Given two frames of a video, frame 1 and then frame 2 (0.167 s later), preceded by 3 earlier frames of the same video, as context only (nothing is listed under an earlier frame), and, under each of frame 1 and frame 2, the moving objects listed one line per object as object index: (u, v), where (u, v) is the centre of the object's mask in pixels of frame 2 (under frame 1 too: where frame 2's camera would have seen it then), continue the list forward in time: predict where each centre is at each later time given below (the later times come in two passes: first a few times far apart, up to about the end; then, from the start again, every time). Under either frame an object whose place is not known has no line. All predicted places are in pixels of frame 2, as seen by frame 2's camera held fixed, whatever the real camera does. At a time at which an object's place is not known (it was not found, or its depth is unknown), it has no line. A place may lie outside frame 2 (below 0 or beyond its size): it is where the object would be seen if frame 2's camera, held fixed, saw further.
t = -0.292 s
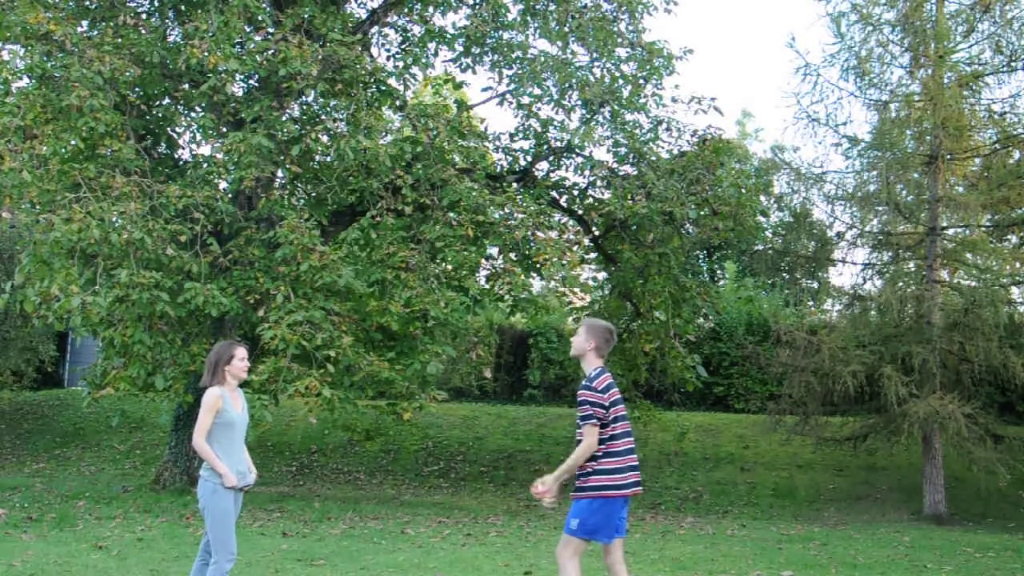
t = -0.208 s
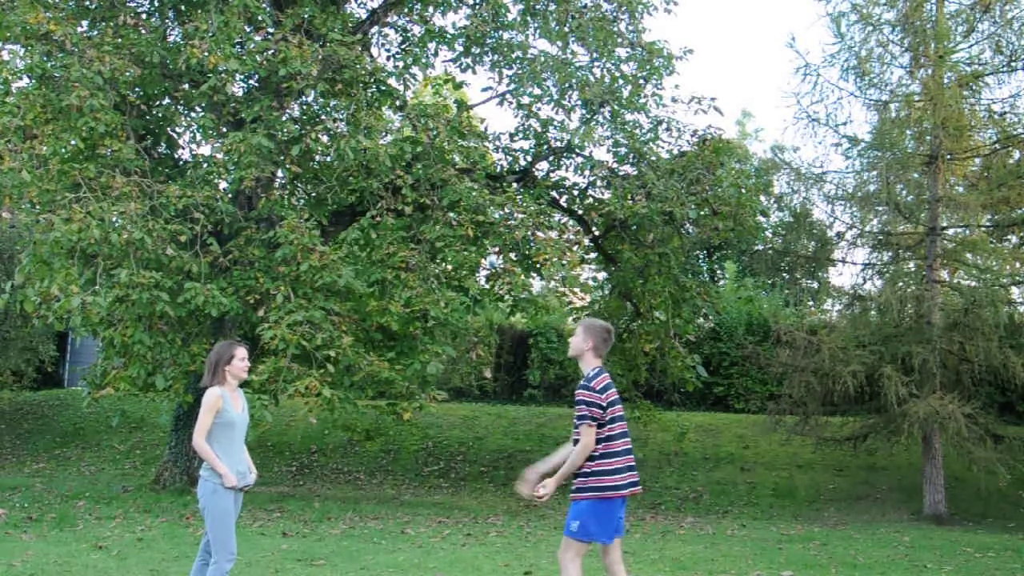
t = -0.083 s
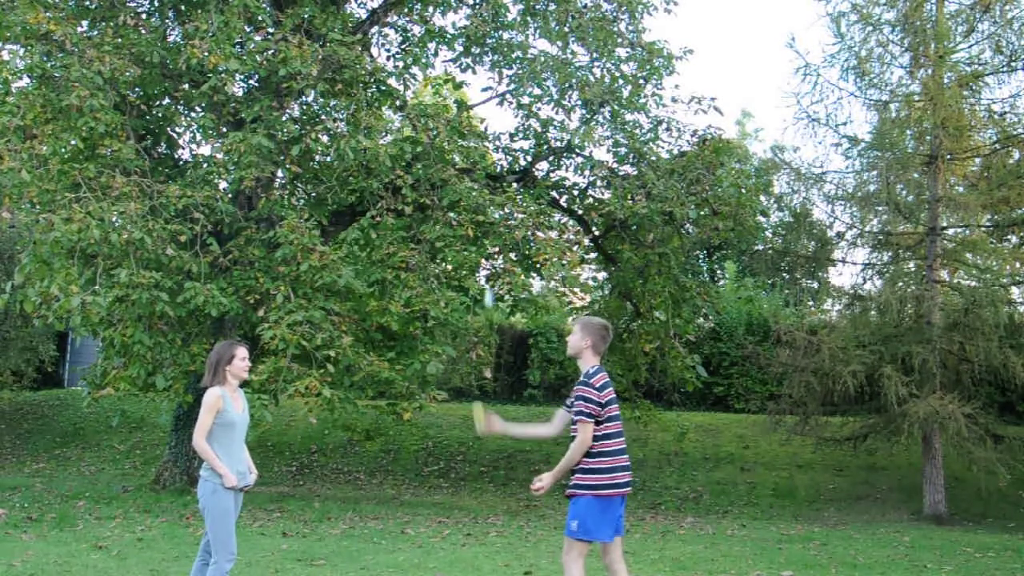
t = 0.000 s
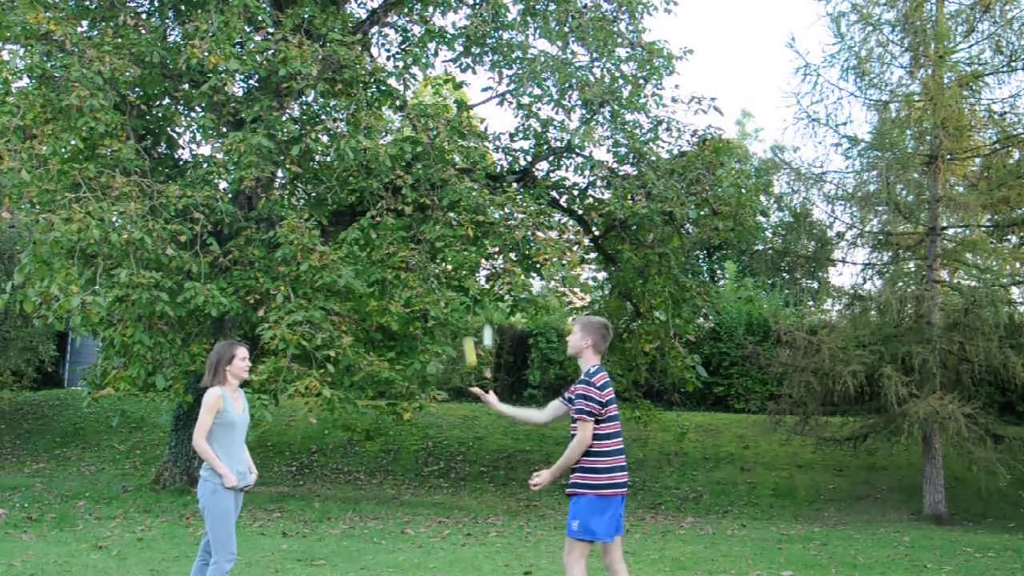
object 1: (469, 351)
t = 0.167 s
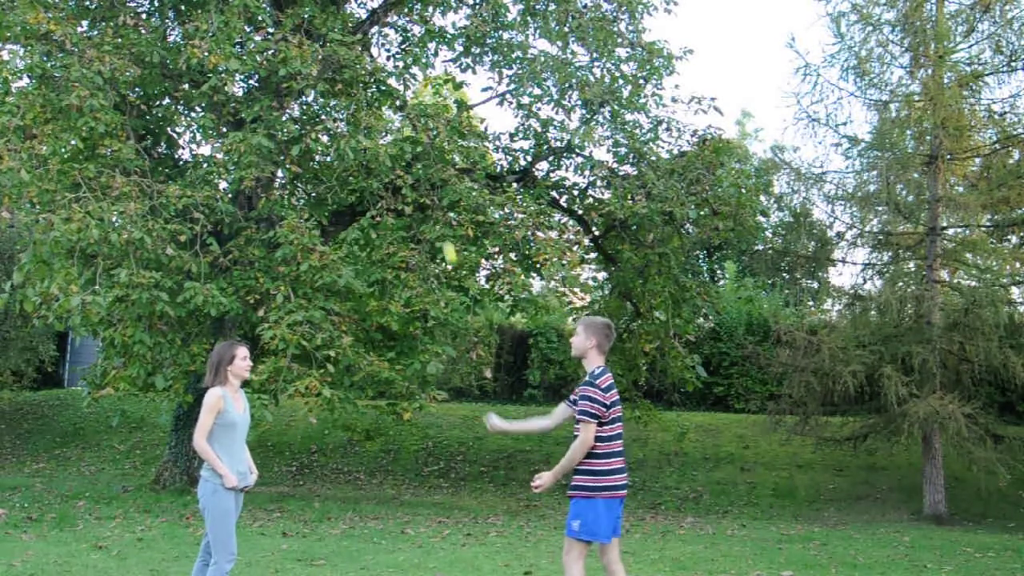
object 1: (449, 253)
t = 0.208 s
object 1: (443, 234)
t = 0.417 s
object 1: (416, 188)
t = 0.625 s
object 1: (384, 210)
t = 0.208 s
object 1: (443, 234)
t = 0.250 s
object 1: (438, 220)
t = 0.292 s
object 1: (433, 207)
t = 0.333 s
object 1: (427, 198)
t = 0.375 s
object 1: (422, 192)
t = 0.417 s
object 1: (416, 188)
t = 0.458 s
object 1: (409, 187)
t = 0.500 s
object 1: (403, 189)
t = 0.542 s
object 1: (397, 193)
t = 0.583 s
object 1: (391, 201)
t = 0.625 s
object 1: (384, 210)
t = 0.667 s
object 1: (378, 225)
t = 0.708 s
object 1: (371, 240)
